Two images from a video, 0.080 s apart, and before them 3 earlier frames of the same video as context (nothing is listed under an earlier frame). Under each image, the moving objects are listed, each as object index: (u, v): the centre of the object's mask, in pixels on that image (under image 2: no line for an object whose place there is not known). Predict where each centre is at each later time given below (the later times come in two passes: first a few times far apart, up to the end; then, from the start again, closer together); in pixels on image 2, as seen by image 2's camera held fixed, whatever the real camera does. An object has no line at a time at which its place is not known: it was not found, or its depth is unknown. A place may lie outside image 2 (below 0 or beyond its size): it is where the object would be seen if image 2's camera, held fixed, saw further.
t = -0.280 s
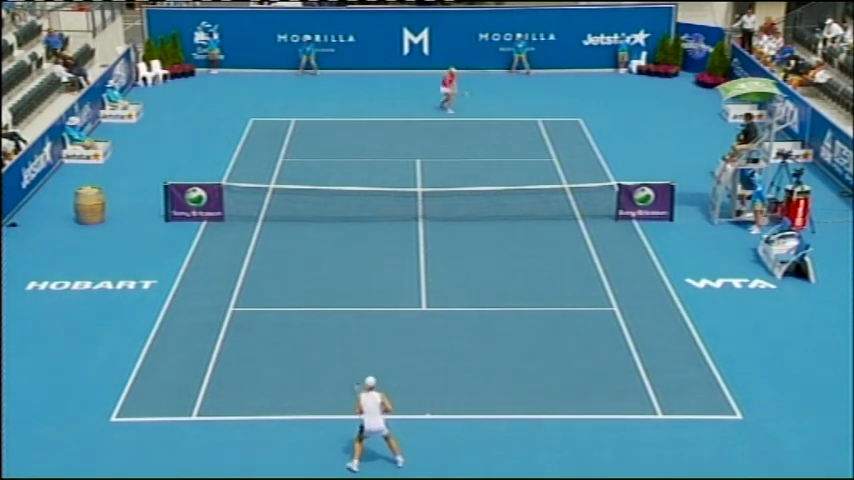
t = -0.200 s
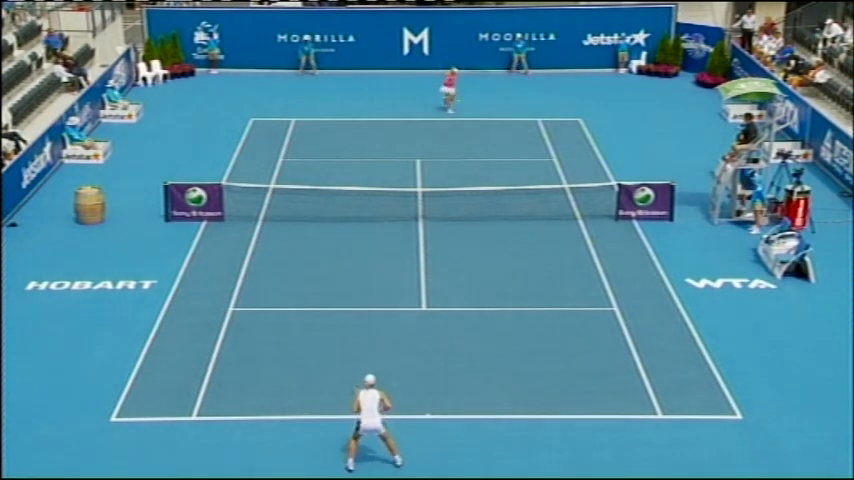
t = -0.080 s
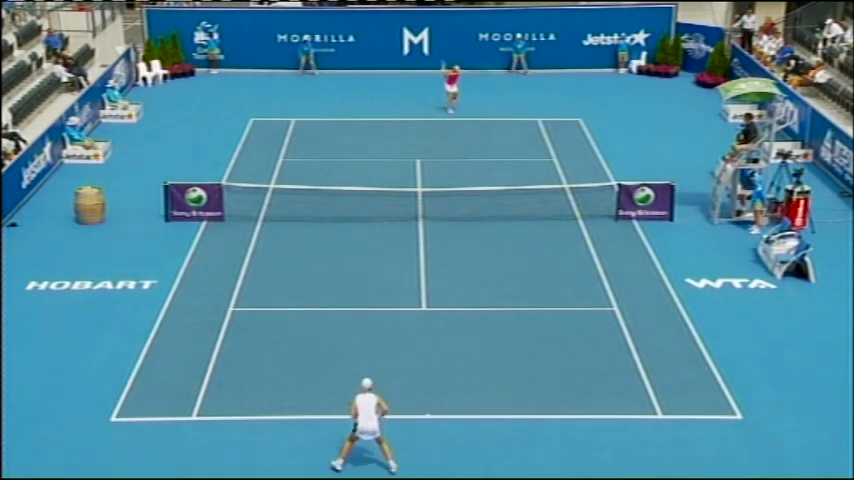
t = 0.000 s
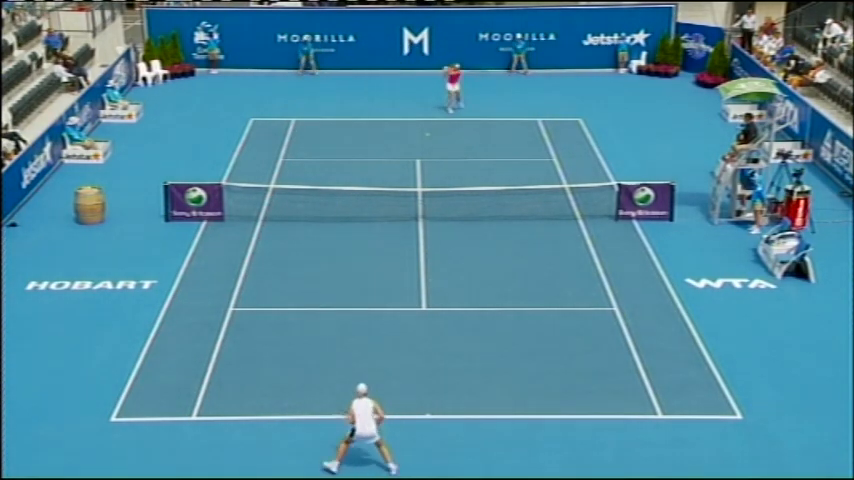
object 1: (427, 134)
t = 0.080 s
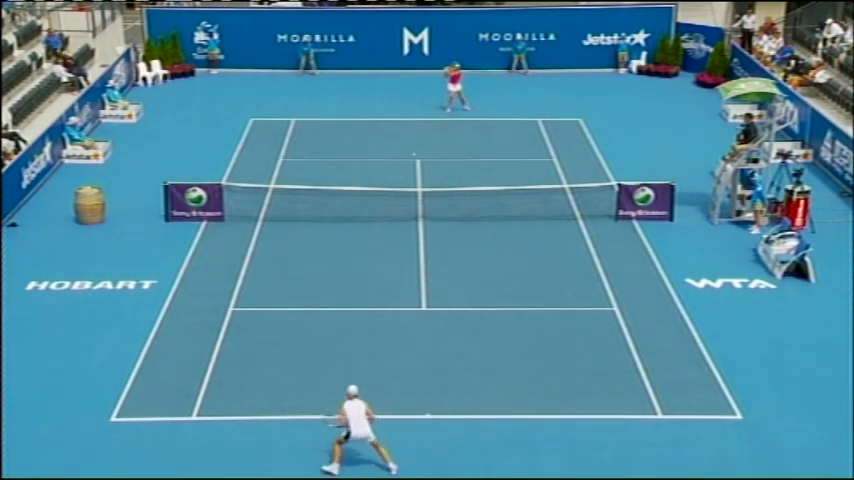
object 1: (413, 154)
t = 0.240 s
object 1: (385, 206)
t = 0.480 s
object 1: (335, 302)
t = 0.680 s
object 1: (297, 336)
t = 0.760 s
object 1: (279, 358)
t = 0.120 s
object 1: (406, 165)
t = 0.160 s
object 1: (399, 178)
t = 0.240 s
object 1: (385, 206)
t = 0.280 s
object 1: (376, 222)
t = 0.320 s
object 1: (369, 238)
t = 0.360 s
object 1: (361, 257)
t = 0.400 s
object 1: (351, 277)
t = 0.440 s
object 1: (343, 298)
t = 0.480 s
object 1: (335, 302)
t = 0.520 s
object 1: (328, 306)
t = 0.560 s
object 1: (321, 312)
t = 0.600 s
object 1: (312, 318)
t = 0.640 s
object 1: (305, 326)
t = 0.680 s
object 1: (297, 336)
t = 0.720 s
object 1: (289, 346)
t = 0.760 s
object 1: (279, 358)
